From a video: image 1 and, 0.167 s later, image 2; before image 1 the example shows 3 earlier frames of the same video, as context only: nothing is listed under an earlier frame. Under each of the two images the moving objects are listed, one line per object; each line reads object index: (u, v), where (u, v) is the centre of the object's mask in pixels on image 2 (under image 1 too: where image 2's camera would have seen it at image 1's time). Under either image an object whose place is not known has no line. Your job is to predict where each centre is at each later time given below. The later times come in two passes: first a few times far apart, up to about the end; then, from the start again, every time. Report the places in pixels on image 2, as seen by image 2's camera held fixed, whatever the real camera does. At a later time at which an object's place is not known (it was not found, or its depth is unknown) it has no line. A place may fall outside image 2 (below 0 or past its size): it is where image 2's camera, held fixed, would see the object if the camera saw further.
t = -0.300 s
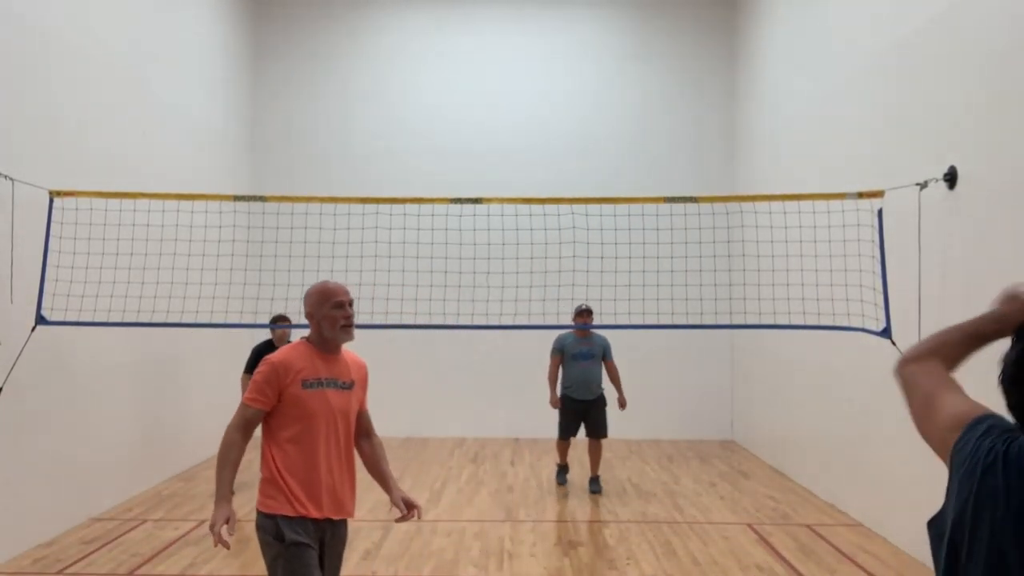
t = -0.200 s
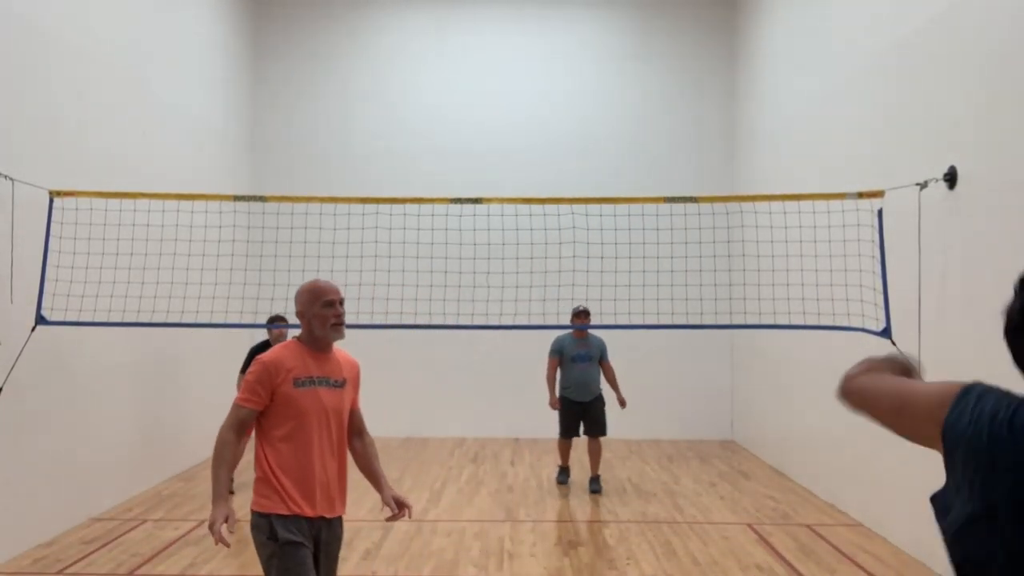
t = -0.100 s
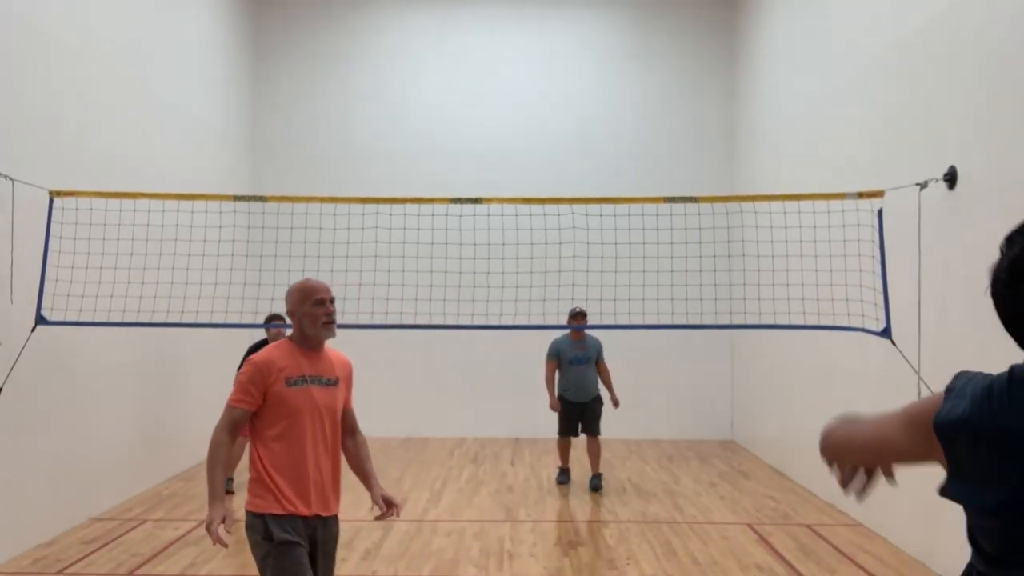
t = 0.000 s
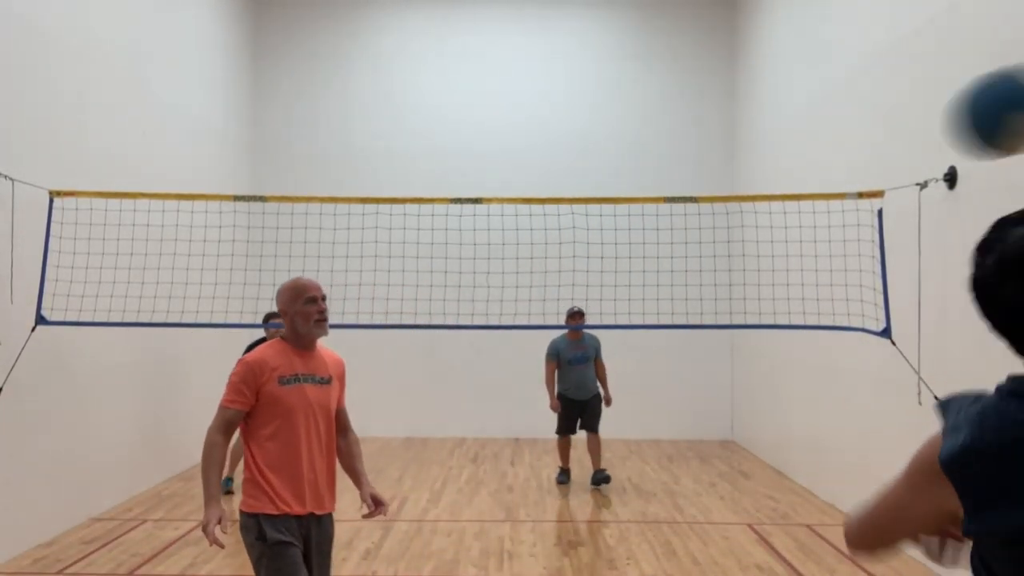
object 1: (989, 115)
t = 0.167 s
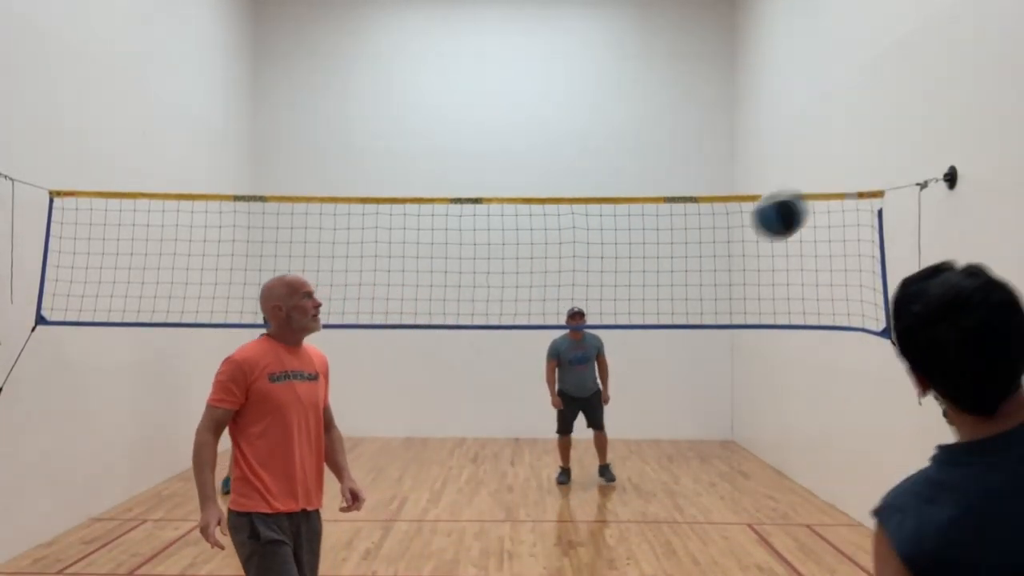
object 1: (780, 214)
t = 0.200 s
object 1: (756, 231)
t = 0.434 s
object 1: (669, 306)
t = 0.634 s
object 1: (666, 285)
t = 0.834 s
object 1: (654, 331)
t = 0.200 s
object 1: (756, 231)
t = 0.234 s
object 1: (736, 249)
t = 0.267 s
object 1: (719, 267)
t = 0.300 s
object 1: (704, 283)
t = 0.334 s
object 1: (691, 299)
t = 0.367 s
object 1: (680, 315)
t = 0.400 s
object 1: (673, 314)
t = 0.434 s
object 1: (669, 306)
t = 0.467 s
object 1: (670, 297)
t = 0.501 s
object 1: (672, 291)
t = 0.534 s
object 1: (672, 287)
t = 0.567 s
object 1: (670, 284)
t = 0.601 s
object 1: (668, 283)
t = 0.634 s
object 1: (666, 285)
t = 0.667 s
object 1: (664, 287)
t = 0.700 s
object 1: (662, 292)
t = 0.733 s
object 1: (660, 299)
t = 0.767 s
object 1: (658, 308)
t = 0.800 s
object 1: (656, 318)
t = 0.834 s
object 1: (654, 331)
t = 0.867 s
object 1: (652, 348)
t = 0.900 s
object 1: (650, 365)
